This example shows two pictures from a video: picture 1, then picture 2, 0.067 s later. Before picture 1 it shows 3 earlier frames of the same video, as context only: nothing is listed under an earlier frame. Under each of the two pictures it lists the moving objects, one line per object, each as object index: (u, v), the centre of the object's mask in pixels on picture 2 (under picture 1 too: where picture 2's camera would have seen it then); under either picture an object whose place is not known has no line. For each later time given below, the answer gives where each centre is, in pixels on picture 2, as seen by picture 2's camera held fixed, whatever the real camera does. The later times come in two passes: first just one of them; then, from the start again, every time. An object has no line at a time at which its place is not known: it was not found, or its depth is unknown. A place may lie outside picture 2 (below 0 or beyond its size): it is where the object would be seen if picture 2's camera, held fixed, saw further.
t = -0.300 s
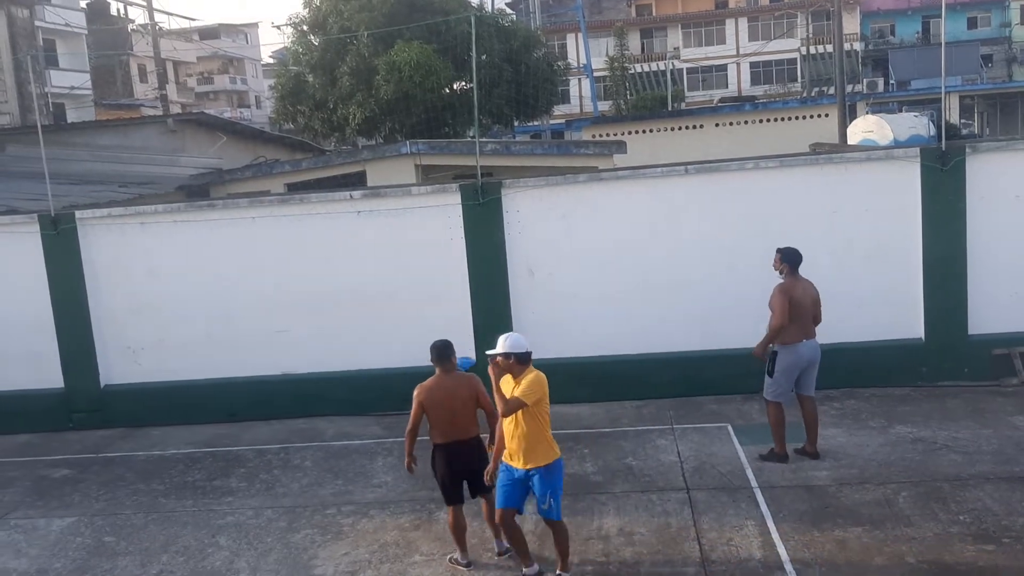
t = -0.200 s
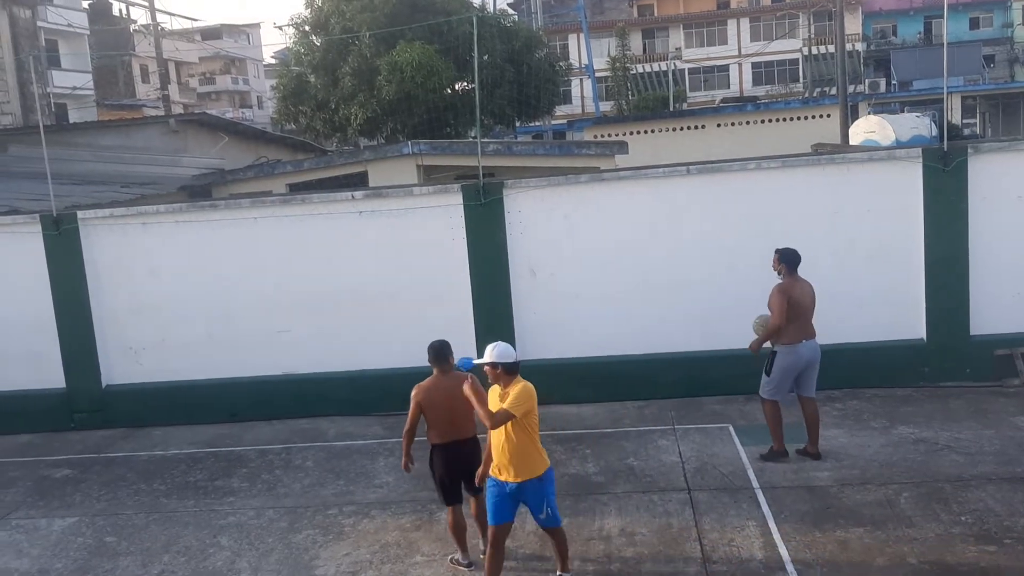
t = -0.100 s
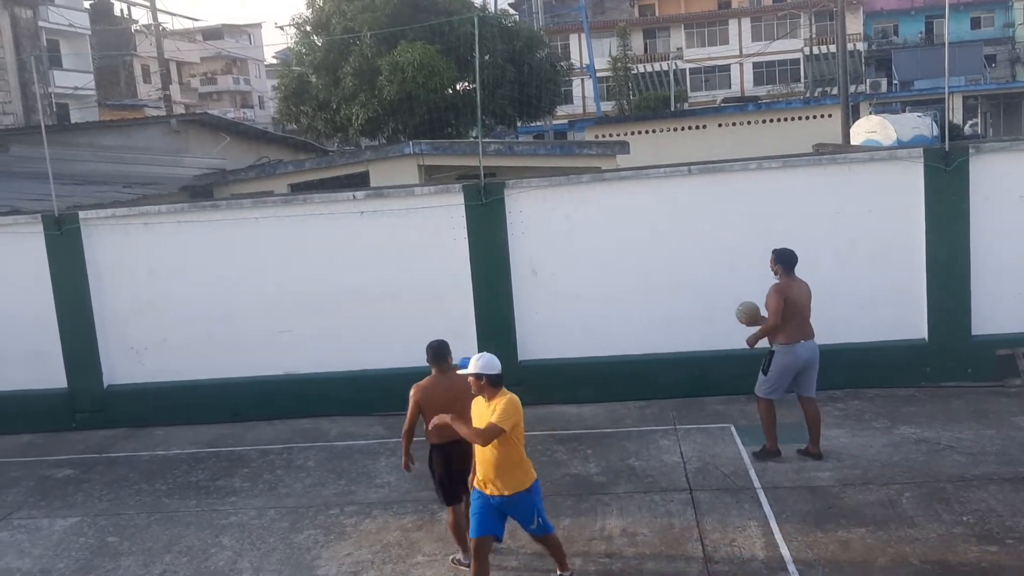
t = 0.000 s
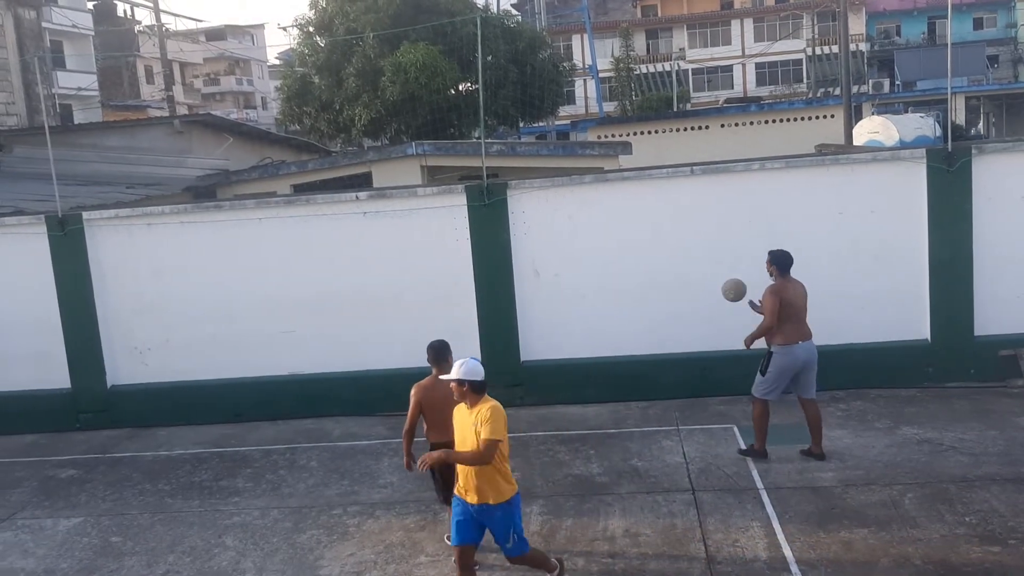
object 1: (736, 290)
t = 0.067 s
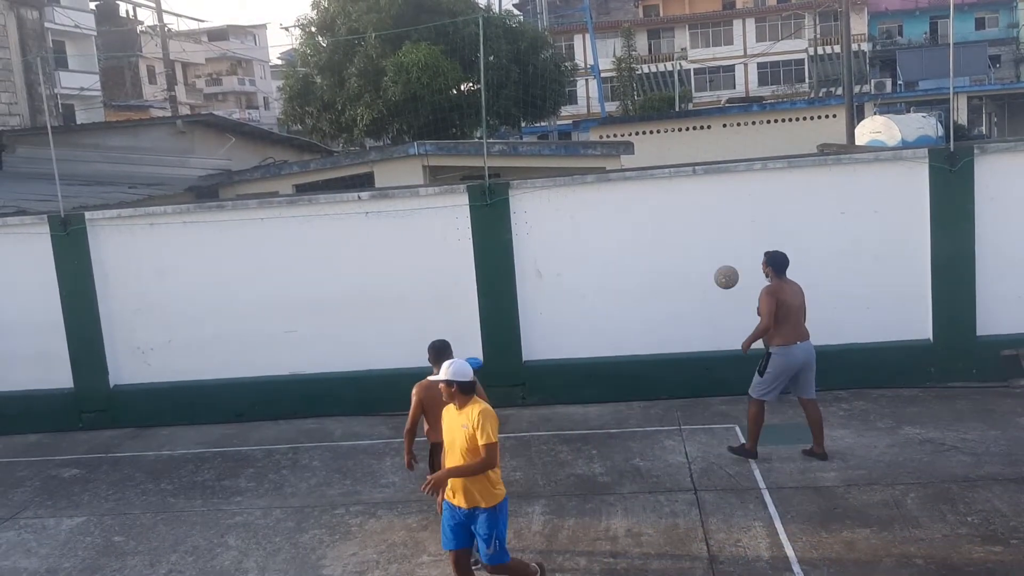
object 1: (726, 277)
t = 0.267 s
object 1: (699, 267)
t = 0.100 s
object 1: (721, 272)
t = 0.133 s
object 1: (717, 269)
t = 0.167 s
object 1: (712, 267)
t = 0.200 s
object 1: (708, 266)
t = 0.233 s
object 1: (703, 266)
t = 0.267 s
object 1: (699, 267)
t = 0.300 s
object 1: (694, 269)
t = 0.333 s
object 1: (690, 273)
